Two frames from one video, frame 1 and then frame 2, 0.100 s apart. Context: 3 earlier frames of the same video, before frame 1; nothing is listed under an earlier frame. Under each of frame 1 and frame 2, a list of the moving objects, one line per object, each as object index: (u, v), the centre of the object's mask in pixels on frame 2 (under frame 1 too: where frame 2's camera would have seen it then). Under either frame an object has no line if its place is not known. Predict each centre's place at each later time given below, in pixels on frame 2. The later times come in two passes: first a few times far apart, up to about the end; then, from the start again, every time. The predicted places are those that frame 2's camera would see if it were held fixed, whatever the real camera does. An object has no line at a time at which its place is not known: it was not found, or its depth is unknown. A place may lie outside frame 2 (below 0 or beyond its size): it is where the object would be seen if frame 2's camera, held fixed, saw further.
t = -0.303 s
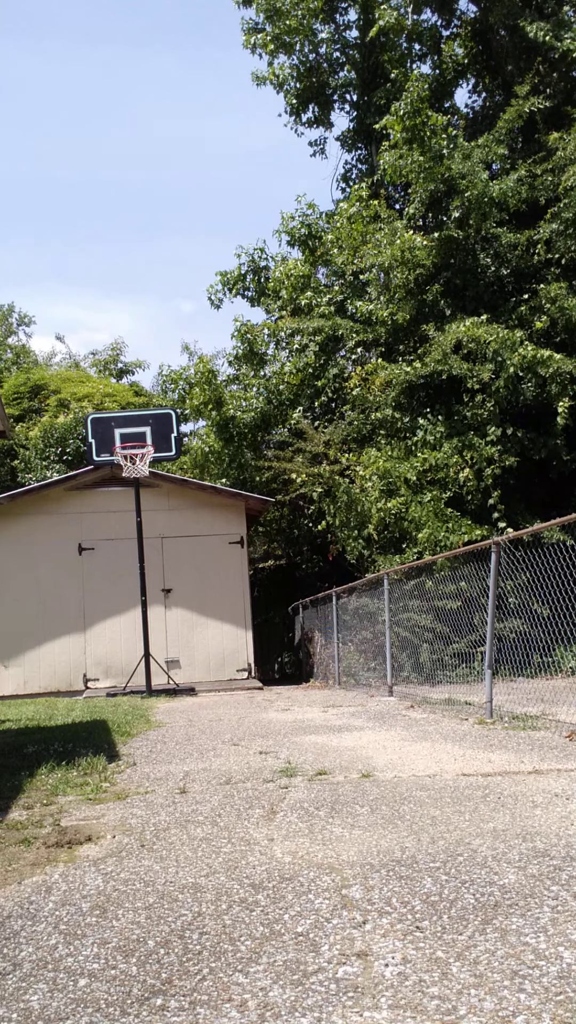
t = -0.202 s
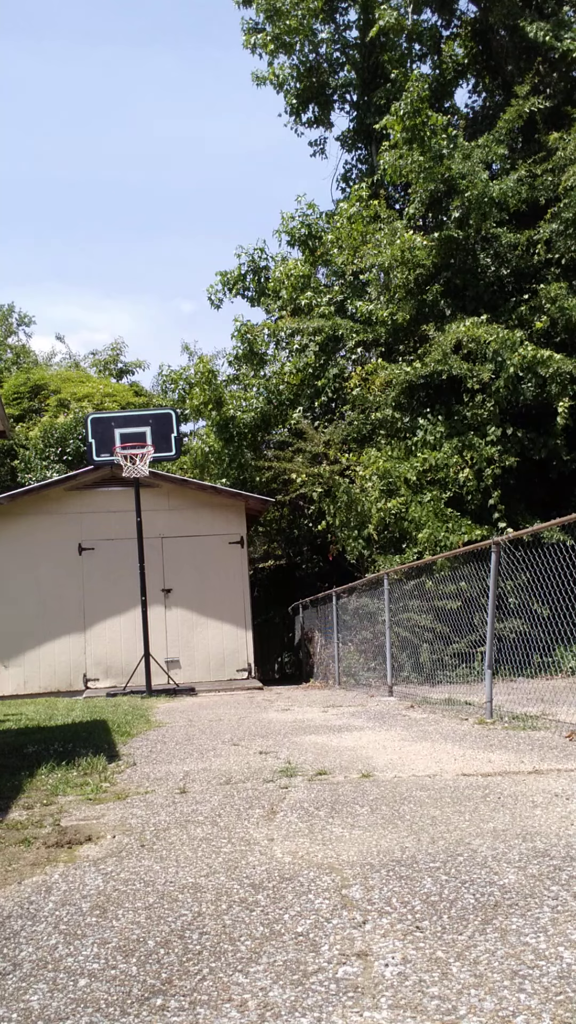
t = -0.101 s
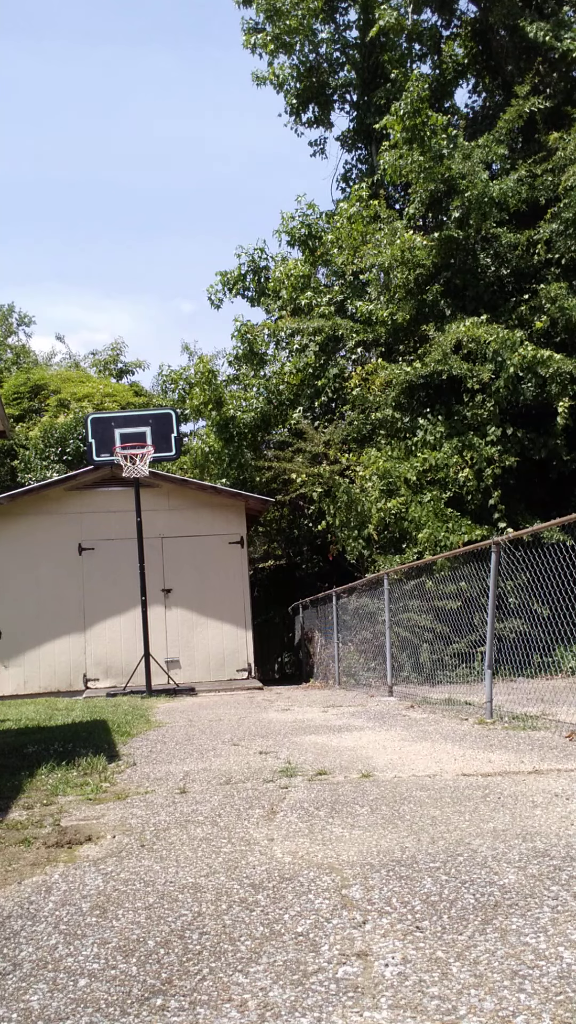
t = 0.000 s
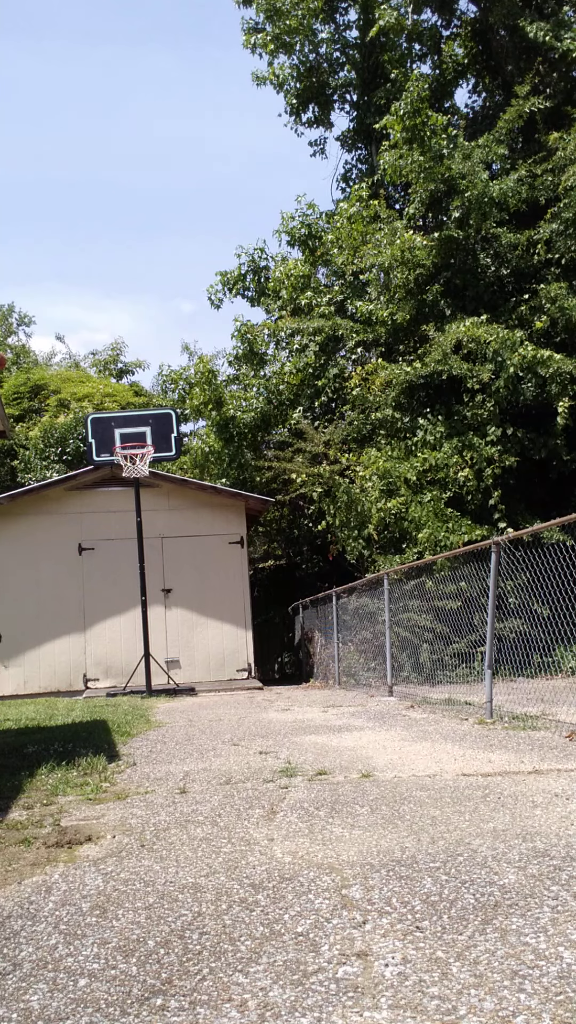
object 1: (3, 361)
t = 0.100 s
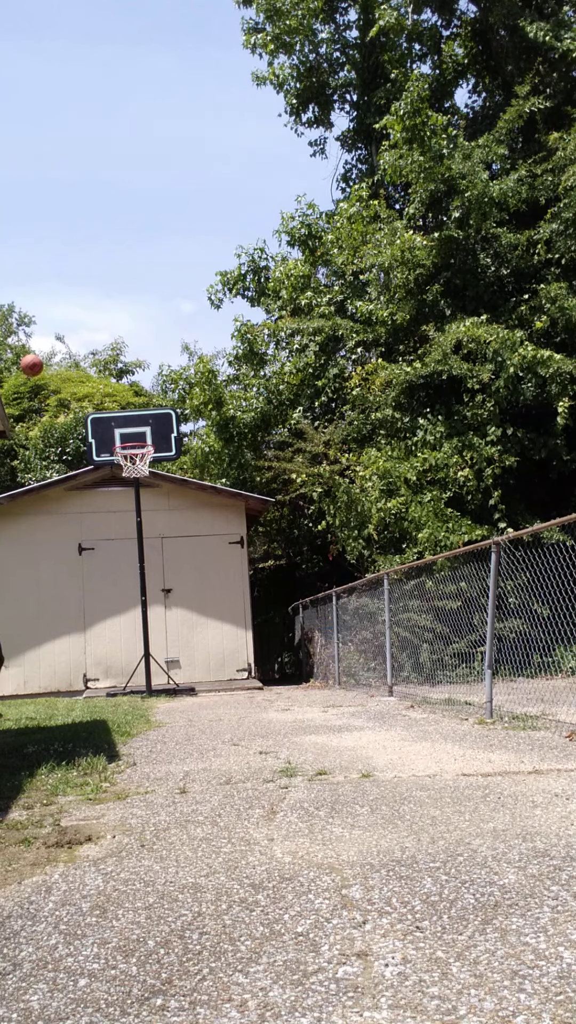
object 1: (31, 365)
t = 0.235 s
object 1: (77, 383)
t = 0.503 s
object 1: (137, 431)
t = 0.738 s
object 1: (131, 454)
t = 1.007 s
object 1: (141, 491)
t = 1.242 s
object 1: (156, 563)
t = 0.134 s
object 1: (43, 369)
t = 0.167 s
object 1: (55, 373)
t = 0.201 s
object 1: (66, 377)
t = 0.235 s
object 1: (77, 383)
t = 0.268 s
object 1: (88, 389)
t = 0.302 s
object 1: (98, 396)
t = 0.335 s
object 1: (108, 403)
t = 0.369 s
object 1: (117, 412)
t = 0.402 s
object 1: (122, 416)
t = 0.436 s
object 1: (126, 420)
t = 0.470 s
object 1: (132, 425)
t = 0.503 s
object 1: (137, 431)
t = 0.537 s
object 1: (141, 436)
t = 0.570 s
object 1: (146, 444)
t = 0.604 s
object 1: (143, 445)
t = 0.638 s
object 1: (141, 446)
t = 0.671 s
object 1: (138, 448)
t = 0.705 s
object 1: (134, 451)
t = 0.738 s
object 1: (131, 454)
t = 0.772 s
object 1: (127, 457)
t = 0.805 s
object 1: (127, 459)
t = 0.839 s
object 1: (130, 465)
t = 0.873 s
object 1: (133, 469)
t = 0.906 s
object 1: (135, 473)
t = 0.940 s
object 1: (137, 478)
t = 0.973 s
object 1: (139, 484)
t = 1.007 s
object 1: (141, 491)
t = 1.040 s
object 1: (143, 498)
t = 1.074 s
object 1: (145, 507)
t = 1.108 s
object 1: (147, 517)
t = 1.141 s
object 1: (149, 527)
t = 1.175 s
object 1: (151, 538)
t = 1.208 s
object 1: (153, 550)
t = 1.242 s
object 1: (156, 563)
